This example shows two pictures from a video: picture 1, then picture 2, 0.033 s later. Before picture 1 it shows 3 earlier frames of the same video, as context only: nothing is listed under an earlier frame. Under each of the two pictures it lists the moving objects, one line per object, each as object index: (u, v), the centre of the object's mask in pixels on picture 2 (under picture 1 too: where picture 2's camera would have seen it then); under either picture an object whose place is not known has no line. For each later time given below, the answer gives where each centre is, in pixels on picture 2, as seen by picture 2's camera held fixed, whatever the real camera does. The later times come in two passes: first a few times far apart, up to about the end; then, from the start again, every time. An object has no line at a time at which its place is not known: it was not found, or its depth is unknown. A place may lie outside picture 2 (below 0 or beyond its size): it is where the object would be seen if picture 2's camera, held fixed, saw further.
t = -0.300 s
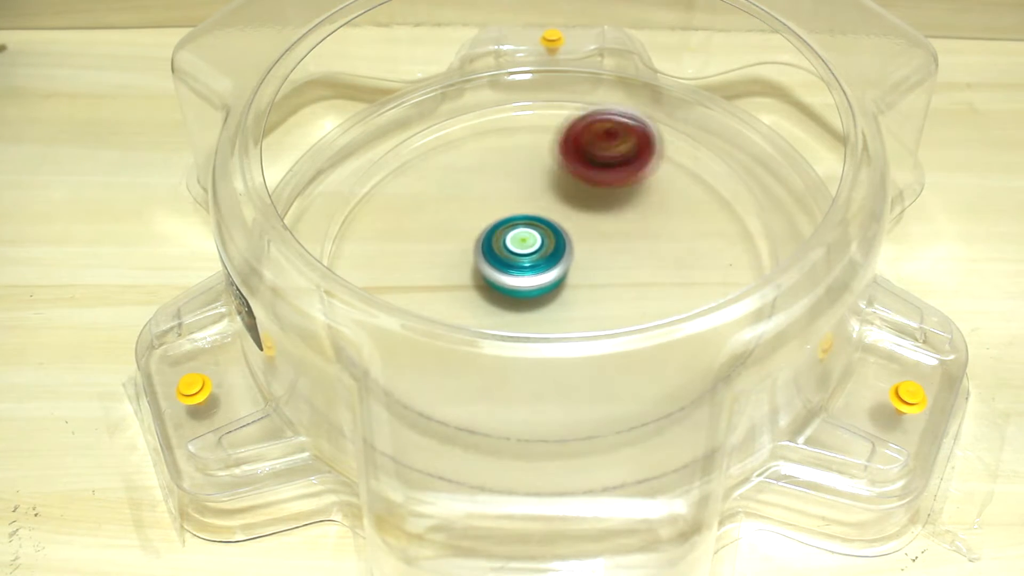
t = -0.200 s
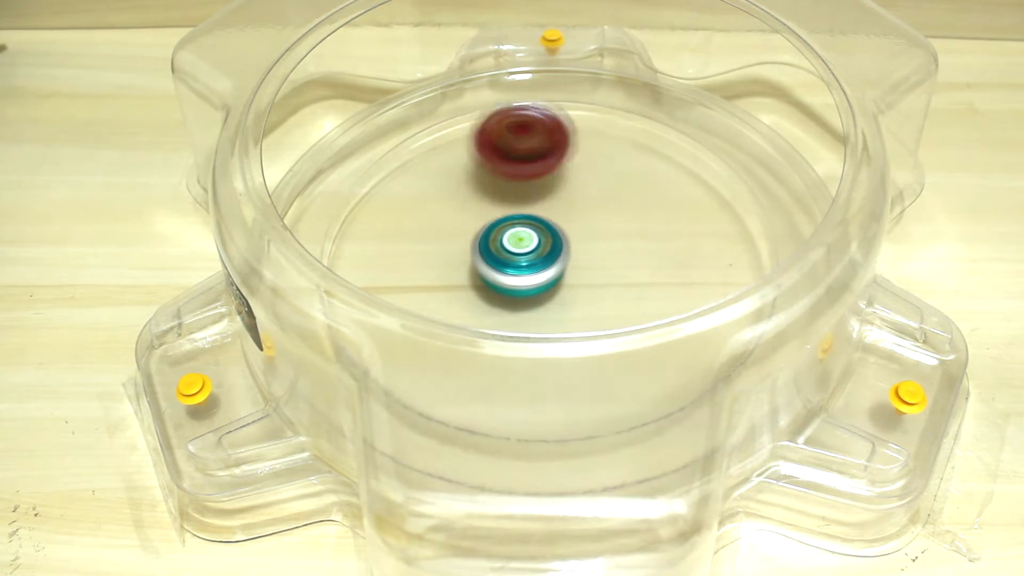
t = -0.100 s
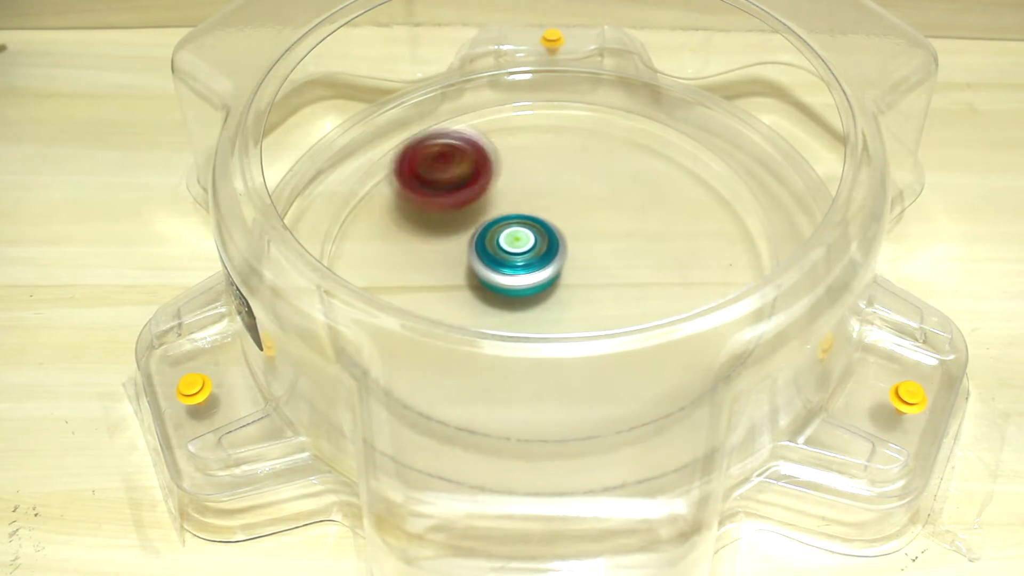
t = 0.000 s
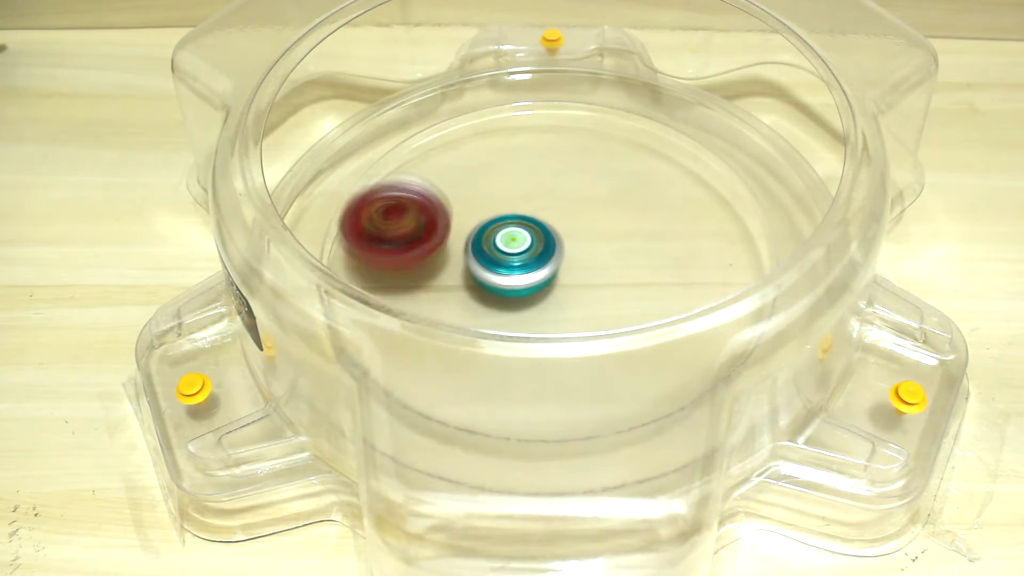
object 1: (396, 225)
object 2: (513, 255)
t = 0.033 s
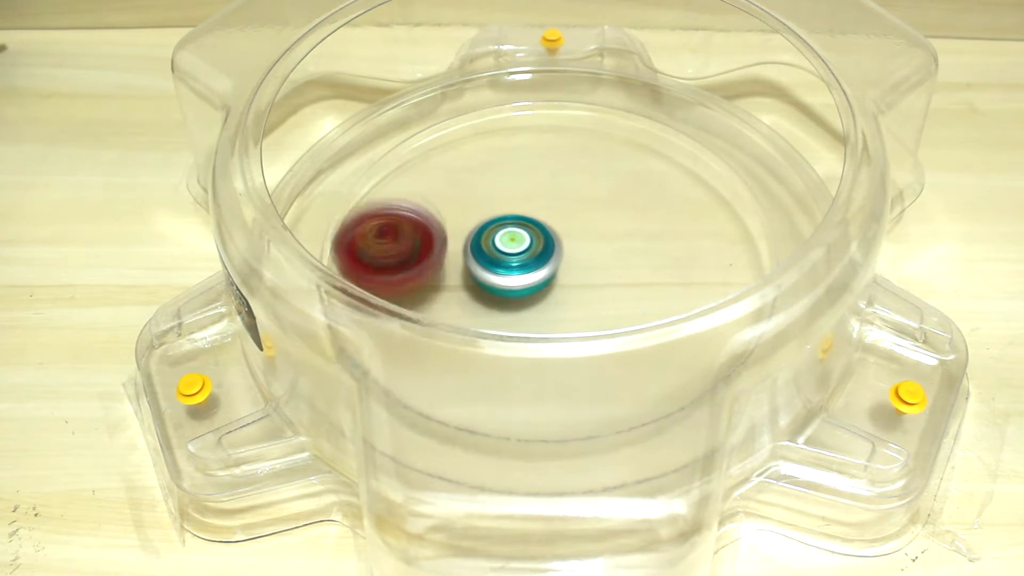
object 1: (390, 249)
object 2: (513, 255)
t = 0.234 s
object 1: (494, 357)
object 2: (509, 257)
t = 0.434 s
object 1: (661, 290)
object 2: (515, 259)
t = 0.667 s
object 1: (621, 167)
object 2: (529, 255)
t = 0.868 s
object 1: (464, 153)
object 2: (539, 247)
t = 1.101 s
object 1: (385, 263)
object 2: (538, 239)
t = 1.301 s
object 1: (530, 358)
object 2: (533, 237)
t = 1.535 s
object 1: (675, 247)
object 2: (525, 246)
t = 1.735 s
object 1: (608, 150)
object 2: (526, 258)
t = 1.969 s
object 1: (442, 168)
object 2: (535, 265)
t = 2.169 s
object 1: (413, 276)
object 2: (544, 265)
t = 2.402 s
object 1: (578, 355)
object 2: (546, 255)
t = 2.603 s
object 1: (678, 259)
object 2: (535, 245)
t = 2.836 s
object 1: (583, 159)
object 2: (528, 243)
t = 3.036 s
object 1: (440, 177)
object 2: (522, 242)
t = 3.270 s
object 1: (409, 295)
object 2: (517, 242)
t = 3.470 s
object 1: (563, 331)
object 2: (517, 247)
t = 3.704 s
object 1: (654, 231)
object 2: (529, 256)
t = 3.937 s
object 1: (553, 152)
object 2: (543, 259)
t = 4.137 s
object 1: (435, 189)
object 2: (552, 256)
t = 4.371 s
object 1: (455, 295)
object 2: (548, 248)
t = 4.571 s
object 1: (596, 306)
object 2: (534, 244)
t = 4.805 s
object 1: (653, 219)
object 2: (526, 245)
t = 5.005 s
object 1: (548, 164)
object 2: (516, 246)
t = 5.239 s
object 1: (459, 109)
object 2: (481, 329)
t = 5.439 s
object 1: (458, 171)
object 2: (495, 317)
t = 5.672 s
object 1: (584, 198)
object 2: (496, 302)
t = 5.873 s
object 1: (662, 153)
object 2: (492, 295)
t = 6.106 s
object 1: (651, 161)
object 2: (525, 262)
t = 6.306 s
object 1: (677, 224)
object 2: (472, 254)
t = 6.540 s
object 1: (695, 273)
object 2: (463, 256)
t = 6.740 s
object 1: (631, 303)
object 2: (482, 258)
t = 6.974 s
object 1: (534, 311)
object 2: (500, 237)
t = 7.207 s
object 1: (427, 290)
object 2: (561, 204)
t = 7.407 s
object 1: (421, 261)
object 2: (615, 194)
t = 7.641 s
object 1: (504, 210)
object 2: (621, 233)
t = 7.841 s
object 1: (569, 197)
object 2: (598, 296)
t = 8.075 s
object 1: (593, 242)
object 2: (513, 310)
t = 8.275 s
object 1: (558, 276)
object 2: (445, 286)
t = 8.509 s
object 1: (545, 253)
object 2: (443, 223)
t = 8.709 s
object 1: (559, 233)
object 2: (491, 182)
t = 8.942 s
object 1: (620, 285)
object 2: (549, 141)
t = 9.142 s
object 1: (599, 283)
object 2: (570, 203)
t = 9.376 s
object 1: (564, 296)
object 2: (562, 228)
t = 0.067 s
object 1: (396, 266)
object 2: (512, 255)
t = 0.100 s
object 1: (401, 290)
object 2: (510, 256)
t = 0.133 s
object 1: (414, 313)
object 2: (510, 256)
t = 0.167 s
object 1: (436, 332)
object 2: (509, 256)
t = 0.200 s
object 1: (464, 344)
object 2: (509, 256)
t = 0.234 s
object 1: (494, 357)
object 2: (509, 257)
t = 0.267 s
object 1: (529, 364)
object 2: (510, 257)
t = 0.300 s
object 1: (568, 361)
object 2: (510, 258)
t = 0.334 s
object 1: (601, 354)
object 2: (511, 258)
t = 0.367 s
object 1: (626, 329)
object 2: (512, 259)
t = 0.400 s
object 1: (649, 314)
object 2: (513, 259)
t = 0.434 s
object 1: (661, 290)
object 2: (515, 259)
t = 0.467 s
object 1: (676, 275)
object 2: (516, 259)
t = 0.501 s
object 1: (682, 258)
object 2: (518, 259)
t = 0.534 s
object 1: (679, 235)
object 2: (520, 258)
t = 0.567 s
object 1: (671, 214)
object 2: (522, 258)
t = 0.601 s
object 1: (658, 195)
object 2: (525, 257)
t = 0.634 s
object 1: (641, 180)
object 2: (527, 256)
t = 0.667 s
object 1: (621, 167)
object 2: (529, 255)
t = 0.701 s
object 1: (598, 157)
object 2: (531, 254)
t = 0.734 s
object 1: (571, 150)
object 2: (533, 252)
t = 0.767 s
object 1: (545, 146)
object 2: (535, 251)
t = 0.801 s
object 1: (517, 144)
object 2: (537, 250)
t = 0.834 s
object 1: (491, 147)
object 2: (538, 249)
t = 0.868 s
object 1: (464, 153)
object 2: (539, 247)
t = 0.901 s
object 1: (439, 162)
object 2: (540, 246)
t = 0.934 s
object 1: (417, 175)
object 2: (540, 245)
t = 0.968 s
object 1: (398, 190)
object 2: (540, 243)
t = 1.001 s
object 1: (384, 207)
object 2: (540, 242)
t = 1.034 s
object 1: (376, 228)
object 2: (539, 241)
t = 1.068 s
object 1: (375, 247)
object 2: (539, 240)
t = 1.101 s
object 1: (385, 263)
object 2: (538, 239)
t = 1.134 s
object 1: (391, 290)
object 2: (538, 239)
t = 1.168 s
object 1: (410, 311)
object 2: (537, 238)
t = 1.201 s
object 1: (433, 329)
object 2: (536, 238)
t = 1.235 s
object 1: (463, 338)
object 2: (535, 237)
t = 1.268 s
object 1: (492, 354)
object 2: (534, 237)
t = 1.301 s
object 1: (530, 358)
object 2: (533, 237)
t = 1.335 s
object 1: (562, 334)
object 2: (531, 237)
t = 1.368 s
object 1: (593, 331)
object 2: (530, 238)
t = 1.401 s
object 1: (619, 315)
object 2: (529, 239)
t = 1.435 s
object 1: (638, 294)
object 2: (527, 240)
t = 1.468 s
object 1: (656, 282)
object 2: (526, 242)
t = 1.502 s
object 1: (669, 267)
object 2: (526, 244)
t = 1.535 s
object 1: (675, 247)
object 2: (525, 246)
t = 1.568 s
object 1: (675, 227)
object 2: (525, 248)
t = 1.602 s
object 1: (670, 208)
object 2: (525, 250)
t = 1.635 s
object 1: (660, 189)
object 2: (525, 252)
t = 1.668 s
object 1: (646, 174)
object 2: (525, 254)
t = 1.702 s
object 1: (629, 160)
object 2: (525, 256)
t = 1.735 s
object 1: (608, 150)
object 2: (526, 258)
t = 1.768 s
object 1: (585, 143)
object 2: (527, 259)
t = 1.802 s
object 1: (561, 138)
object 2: (529, 260)
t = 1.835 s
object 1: (535, 138)
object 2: (530, 262)
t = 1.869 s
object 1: (509, 140)
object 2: (532, 263)
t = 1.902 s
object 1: (484, 147)
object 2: (533, 264)
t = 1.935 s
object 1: (462, 156)
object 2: (534, 265)
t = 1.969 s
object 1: (442, 168)
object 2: (535, 265)
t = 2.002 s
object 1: (425, 183)
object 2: (536, 266)
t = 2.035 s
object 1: (411, 200)
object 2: (538, 266)
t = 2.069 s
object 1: (402, 221)
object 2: (539, 266)
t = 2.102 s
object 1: (397, 243)
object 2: (541, 266)
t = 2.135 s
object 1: (402, 261)
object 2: (542, 266)
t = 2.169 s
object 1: (413, 276)
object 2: (544, 265)
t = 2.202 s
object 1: (420, 301)
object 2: (545, 265)
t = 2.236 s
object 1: (436, 317)
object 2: (546, 263)
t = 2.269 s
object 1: (461, 325)
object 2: (546, 262)
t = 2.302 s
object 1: (484, 352)
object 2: (547, 260)
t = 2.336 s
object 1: (515, 358)
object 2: (548, 258)
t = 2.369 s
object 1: (547, 358)
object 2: (547, 257)
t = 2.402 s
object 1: (578, 355)
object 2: (546, 255)
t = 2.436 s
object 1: (606, 331)
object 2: (545, 253)
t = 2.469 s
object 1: (629, 323)
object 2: (544, 251)
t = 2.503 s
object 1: (644, 297)
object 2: (542, 249)
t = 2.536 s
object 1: (660, 287)
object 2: (540, 248)
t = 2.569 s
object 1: (673, 274)
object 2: (538, 246)
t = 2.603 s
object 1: (678, 259)
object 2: (535, 245)
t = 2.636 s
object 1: (677, 239)
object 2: (533, 243)
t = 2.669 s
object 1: (670, 221)
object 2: (531, 242)
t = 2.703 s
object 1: (659, 205)
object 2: (531, 241)
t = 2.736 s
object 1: (645, 191)
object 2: (531, 241)
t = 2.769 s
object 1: (627, 177)
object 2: (530, 242)
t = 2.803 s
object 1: (606, 167)
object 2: (529, 243)
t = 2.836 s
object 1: (583, 159)
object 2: (528, 243)
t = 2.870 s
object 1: (559, 155)
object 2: (526, 243)
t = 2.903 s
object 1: (533, 154)
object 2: (525, 243)
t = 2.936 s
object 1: (508, 156)
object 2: (524, 243)
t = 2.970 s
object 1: (484, 160)
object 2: (523, 243)
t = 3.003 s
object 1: (462, 168)
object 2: (522, 242)
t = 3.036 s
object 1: (440, 177)
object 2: (522, 242)
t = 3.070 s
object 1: (423, 189)
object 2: (520, 241)
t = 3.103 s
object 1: (408, 203)
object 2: (519, 241)
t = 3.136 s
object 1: (397, 220)
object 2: (519, 240)
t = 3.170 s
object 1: (390, 240)
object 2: (518, 240)
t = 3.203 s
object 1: (392, 257)
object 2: (518, 241)
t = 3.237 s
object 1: (402, 271)
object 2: (518, 241)
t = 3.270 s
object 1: (409, 295)
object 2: (517, 242)
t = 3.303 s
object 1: (426, 313)
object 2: (517, 242)
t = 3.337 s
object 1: (448, 325)
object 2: (516, 243)
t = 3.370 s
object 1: (474, 328)
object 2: (516, 244)
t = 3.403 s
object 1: (504, 332)
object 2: (516, 245)
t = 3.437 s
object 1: (534, 334)
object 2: (516, 245)
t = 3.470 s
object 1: (563, 331)
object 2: (517, 247)
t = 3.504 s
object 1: (588, 320)
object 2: (518, 248)
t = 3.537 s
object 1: (607, 302)
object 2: (519, 250)
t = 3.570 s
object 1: (627, 292)
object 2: (521, 252)
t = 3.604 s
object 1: (643, 281)
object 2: (523, 253)
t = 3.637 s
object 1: (653, 267)
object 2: (525, 254)
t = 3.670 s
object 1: (656, 248)
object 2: (527, 255)
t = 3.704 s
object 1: (654, 231)
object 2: (529, 256)
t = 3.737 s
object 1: (649, 212)
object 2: (531, 257)
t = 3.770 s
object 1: (640, 197)
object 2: (533, 257)
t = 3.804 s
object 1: (629, 184)
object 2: (534, 258)
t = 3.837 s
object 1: (613, 171)
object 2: (537, 258)
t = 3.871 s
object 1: (594, 162)
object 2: (539, 259)
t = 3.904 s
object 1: (574, 155)
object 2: (541, 259)
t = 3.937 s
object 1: (553, 152)
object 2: (543, 259)
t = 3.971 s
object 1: (532, 151)
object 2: (546, 259)
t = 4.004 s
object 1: (509, 153)
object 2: (547, 258)
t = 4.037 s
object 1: (487, 158)
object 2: (549, 258)
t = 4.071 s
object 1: (467, 166)
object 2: (550, 258)
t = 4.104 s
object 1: (449, 177)
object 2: (551, 257)
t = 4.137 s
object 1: (435, 189)
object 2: (552, 256)
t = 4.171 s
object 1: (423, 205)
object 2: (552, 255)
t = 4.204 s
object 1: (416, 223)
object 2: (552, 254)
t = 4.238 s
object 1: (413, 241)
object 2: (552, 253)
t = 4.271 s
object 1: (414, 259)
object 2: (551, 252)
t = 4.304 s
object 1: (424, 272)
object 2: (550, 251)
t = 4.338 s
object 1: (438, 284)
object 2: (549, 250)
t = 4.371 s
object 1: (455, 295)
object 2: (548, 248)
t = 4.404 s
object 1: (469, 316)
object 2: (546, 247)
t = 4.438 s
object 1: (495, 322)
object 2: (545, 246)
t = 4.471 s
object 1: (522, 328)
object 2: (542, 244)
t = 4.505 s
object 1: (549, 329)
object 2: (540, 244)
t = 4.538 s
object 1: (574, 325)
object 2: (537, 244)
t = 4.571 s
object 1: (596, 306)
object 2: (534, 244)
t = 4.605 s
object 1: (615, 301)
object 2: (532, 243)
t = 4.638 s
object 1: (635, 292)
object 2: (530, 243)
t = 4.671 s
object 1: (650, 281)
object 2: (530, 242)
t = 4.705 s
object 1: (659, 268)
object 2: (530, 243)
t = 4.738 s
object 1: (661, 250)
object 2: (529, 243)
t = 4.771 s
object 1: (659, 235)
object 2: (528, 244)
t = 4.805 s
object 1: (653, 219)
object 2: (526, 245)
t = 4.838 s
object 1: (641, 203)
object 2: (524, 246)
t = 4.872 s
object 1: (627, 191)
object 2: (522, 246)
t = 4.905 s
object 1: (612, 181)
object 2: (520, 246)
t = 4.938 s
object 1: (591, 172)
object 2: (518, 246)
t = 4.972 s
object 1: (569, 167)
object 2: (517, 246)
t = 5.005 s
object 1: (548, 164)
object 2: (516, 246)
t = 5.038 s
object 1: (526, 164)
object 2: (514, 247)
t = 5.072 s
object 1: (508, 157)
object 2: (510, 257)
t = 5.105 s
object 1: (499, 138)
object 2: (499, 282)
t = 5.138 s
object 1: (486, 123)
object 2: (494, 294)
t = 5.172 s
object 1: (477, 113)
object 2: (490, 302)
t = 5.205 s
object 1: (465, 107)
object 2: (484, 322)
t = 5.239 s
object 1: (459, 109)
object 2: (481, 329)
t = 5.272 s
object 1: (453, 119)
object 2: (480, 335)
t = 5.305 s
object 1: (449, 131)
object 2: (482, 335)
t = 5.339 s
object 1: (447, 141)
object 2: (485, 330)
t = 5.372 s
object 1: (445, 149)
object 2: (488, 327)
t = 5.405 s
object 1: (450, 160)
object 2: (491, 322)
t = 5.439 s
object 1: (458, 171)
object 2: (495, 317)
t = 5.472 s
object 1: (469, 182)
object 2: (498, 315)
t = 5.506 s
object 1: (482, 190)
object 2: (503, 304)
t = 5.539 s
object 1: (498, 201)
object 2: (506, 301)
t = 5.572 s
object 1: (515, 208)
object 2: (508, 298)
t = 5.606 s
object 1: (533, 213)
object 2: (511, 295)
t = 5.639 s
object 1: (560, 207)
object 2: (503, 299)
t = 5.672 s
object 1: (584, 198)
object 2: (496, 302)
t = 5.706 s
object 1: (604, 188)
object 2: (491, 312)
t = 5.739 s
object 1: (617, 181)
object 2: (489, 311)
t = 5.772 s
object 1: (631, 174)
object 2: (488, 309)
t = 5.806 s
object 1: (643, 167)
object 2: (488, 300)
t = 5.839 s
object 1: (653, 160)
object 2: (489, 298)
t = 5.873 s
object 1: (662, 153)
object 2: (492, 295)
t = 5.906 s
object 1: (669, 148)
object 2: (495, 291)
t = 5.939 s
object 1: (674, 142)
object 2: (500, 287)
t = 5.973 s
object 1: (674, 140)
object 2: (505, 282)
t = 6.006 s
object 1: (672, 141)
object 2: (509, 276)
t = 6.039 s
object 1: (668, 145)
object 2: (515, 271)
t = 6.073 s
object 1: (660, 151)
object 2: (520, 267)
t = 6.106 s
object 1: (651, 161)
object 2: (525, 262)
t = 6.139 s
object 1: (644, 172)
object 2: (529, 258)
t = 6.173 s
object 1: (634, 187)
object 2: (533, 254)
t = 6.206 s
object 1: (630, 200)
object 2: (537, 252)
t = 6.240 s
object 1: (650, 208)
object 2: (512, 252)
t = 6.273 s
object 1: (667, 218)
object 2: (489, 253)
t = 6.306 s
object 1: (677, 224)
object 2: (472, 254)
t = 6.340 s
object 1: (685, 233)
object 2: (462, 254)
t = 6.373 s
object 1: (692, 238)
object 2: (457, 253)
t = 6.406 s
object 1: (696, 245)
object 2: (453, 253)
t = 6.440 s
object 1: (700, 253)
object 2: (454, 254)
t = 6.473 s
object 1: (701, 260)
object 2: (457, 253)
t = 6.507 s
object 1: (700, 266)
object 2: (459, 254)
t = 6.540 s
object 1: (695, 273)
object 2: (463, 256)
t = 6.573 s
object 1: (689, 278)
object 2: (467, 256)
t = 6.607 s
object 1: (680, 284)
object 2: (470, 257)
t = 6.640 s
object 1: (671, 290)
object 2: (473, 257)
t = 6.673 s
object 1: (659, 295)
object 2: (476, 258)
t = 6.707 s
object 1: (644, 298)
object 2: (479, 258)
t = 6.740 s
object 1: (631, 303)
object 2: (482, 258)
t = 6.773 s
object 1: (615, 307)
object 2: (486, 259)
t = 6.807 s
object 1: (601, 309)
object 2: (490, 259)
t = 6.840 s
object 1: (584, 310)
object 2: (494, 258)
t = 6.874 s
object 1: (567, 311)
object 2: (496, 258)
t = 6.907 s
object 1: (559, 313)
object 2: (497, 251)
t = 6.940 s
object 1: (549, 313)
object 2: (498, 242)
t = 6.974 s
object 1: (534, 311)
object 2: (500, 237)
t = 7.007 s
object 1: (521, 310)
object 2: (503, 235)
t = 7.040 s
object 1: (509, 306)
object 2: (507, 232)
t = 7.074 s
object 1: (496, 303)
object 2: (510, 231)
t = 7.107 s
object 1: (486, 298)
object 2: (514, 230)
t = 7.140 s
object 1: (465, 299)
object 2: (528, 222)
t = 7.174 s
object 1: (445, 294)
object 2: (545, 213)
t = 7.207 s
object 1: (427, 290)
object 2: (561, 204)
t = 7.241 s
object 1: (418, 287)
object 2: (573, 199)
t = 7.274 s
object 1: (415, 283)
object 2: (585, 196)
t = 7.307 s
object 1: (413, 277)
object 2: (595, 193)
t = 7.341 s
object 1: (412, 270)
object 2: (603, 192)
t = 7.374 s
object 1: (416, 267)
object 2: (610, 193)
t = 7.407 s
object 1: (421, 261)
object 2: (615, 194)
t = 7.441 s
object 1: (428, 250)
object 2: (619, 197)
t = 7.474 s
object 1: (435, 243)
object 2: (621, 202)
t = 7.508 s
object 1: (447, 237)
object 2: (623, 207)
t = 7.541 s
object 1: (460, 230)
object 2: (625, 212)
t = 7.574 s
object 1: (472, 220)
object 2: (624, 218)
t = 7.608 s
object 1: (488, 217)
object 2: (623, 226)
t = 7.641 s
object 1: (504, 210)
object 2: (621, 233)
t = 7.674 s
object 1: (519, 207)
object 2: (616, 243)
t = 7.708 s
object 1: (530, 204)
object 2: (618, 255)
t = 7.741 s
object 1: (541, 196)
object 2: (616, 268)
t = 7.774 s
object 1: (550, 192)
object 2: (613, 279)
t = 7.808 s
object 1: (560, 196)
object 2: (605, 289)
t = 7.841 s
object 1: (569, 197)
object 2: (598, 296)
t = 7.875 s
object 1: (576, 203)
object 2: (588, 300)
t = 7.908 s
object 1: (583, 206)
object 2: (576, 305)
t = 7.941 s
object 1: (587, 211)
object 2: (566, 308)
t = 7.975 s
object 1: (593, 218)
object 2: (552, 309)
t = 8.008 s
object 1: (593, 227)
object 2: (539, 311)
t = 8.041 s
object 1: (598, 232)
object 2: (526, 310)
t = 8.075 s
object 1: (593, 242)
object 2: (513, 310)
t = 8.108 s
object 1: (591, 254)
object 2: (500, 307)
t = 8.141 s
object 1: (583, 261)
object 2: (487, 305)
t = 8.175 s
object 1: (578, 269)
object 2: (477, 301)
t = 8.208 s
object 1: (567, 274)
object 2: (466, 297)
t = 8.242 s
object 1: (565, 276)
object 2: (456, 292)
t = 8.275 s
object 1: (558, 276)
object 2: (445, 286)
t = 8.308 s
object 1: (558, 276)
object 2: (438, 280)
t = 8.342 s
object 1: (554, 275)
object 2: (435, 270)
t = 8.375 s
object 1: (553, 270)
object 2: (433, 261)
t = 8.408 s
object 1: (545, 266)
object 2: (433, 251)
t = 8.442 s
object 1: (545, 262)
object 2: (434, 241)
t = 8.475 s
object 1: (544, 259)
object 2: (439, 231)
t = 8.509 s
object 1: (545, 253)
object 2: (443, 223)
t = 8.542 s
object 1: (544, 248)
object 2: (450, 214)
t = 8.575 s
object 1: (543, 241)
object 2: (455, 205)
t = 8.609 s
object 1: (550, 238)
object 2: (464, 198)
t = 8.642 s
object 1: (553, 236)
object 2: (474, 192)
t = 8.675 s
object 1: (559, 236)
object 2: (482, 187)
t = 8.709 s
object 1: (559, 233)
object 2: (491, 182)
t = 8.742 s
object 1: (571, 239)
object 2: (506, 176)
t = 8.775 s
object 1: (584, 257)
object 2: (512, 161)
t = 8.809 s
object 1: (594, 275)
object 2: (522, 147)
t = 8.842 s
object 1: (602, 281)
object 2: (528, 138)
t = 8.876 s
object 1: (608, 284)
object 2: (535, 136)
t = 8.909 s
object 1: (614, 285)
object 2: (543, 138)
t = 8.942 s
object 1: (620, 285)
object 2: (549, 141)
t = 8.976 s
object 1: (623, 283)
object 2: (556, 148)
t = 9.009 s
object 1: (622, 283)
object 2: (561, 158)
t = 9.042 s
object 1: (618, 284)
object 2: (566, 168)
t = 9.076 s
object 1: (612, 284)
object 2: (568, 180)
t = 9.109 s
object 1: (605, 284)
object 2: (570, 192)
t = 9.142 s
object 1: (599, 283)
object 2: (570, 203)
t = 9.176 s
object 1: (594, 281)
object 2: (569, 211)
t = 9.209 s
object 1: (590, 287)
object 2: (573, 216)
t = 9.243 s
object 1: (589, 292)
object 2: (574, 220)
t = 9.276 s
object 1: (584, 293)
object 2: (575, 222)
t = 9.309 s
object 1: (579, 294)
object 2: (573, 225)
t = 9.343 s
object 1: (571, 296)
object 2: (567, 228)
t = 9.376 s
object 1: (564, 296)
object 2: (562, 228)
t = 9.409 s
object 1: (558, 297)
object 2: (556, 230)
